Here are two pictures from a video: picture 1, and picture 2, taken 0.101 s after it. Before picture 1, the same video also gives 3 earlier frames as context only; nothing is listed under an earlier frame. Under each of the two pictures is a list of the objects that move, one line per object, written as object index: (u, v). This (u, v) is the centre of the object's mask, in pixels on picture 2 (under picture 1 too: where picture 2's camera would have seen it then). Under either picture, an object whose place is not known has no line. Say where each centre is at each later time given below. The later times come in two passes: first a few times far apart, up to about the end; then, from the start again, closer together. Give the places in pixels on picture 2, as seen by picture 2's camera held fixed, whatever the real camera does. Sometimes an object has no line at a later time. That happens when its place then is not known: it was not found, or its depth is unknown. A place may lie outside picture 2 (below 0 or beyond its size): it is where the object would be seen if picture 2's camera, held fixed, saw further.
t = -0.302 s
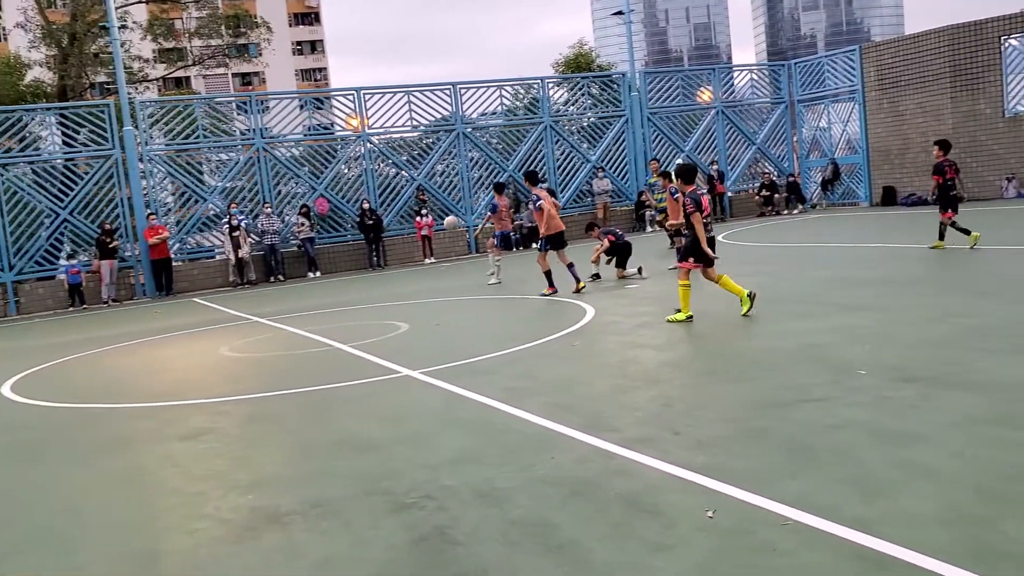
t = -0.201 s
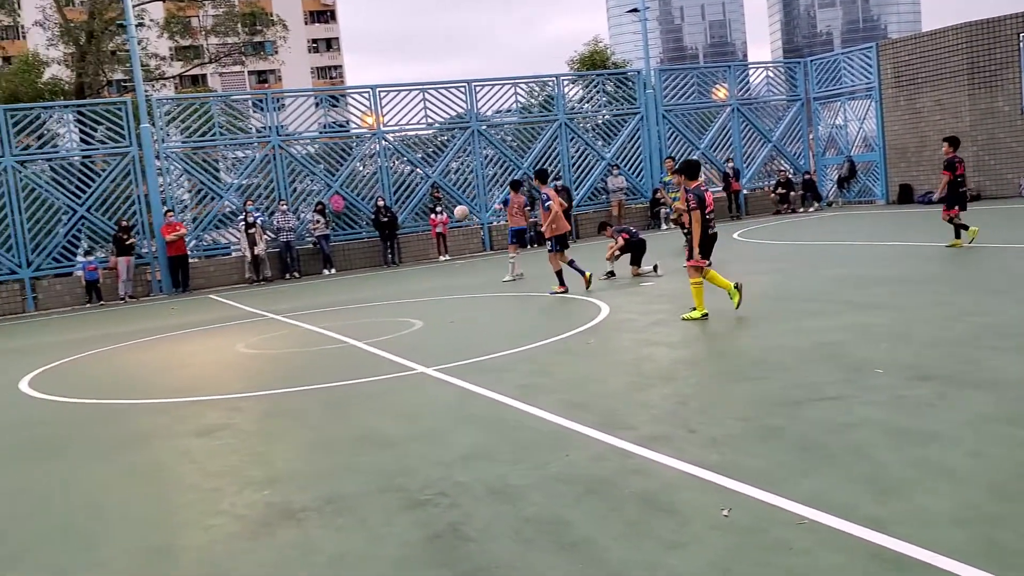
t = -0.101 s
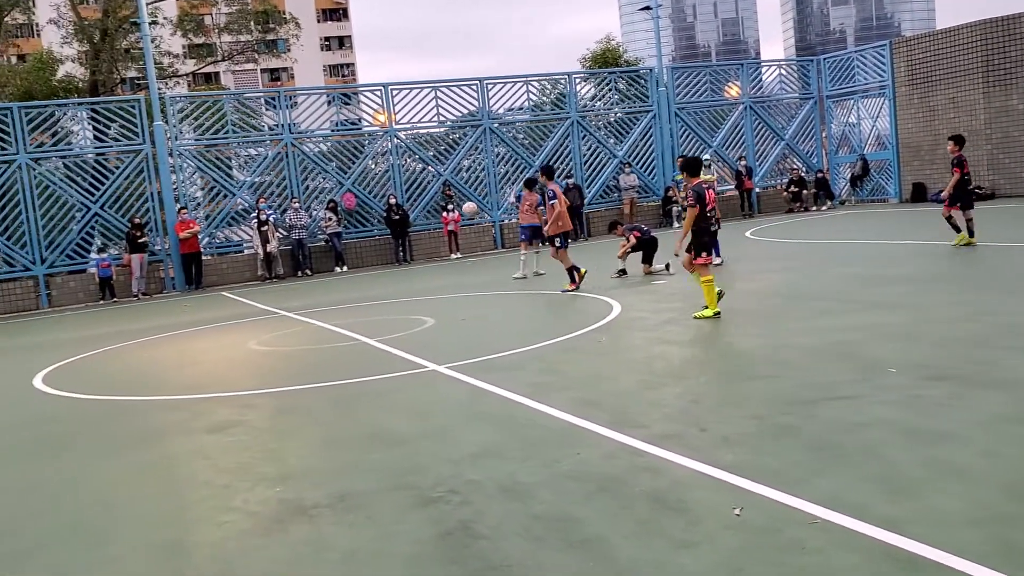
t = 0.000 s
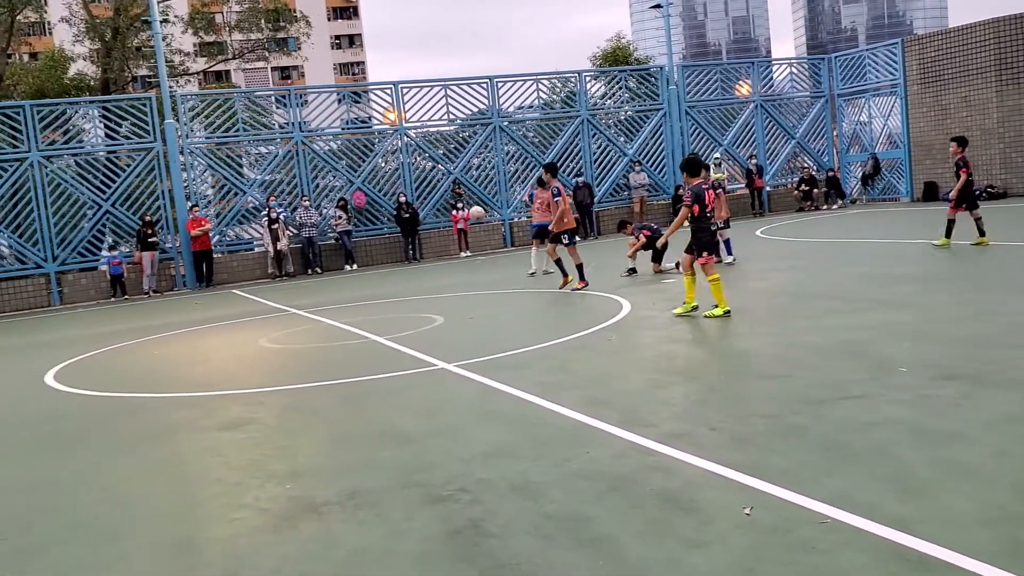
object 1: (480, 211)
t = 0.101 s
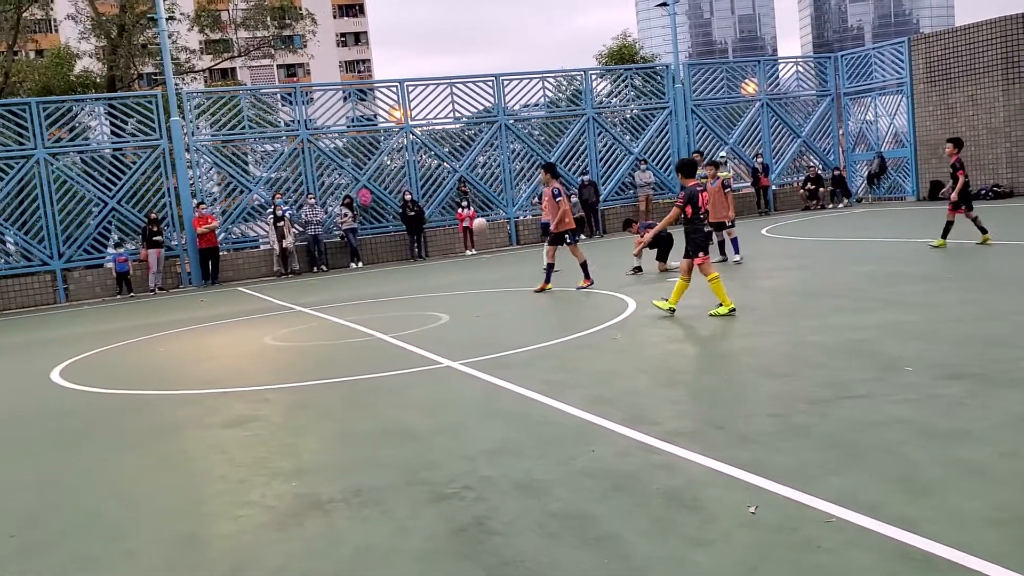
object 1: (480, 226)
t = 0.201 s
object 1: (480, 248)
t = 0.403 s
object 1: (476, 282)
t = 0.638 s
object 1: (464, 264)
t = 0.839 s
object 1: (452, 283)
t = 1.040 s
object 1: (440, 294)
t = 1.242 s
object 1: (430, 306)
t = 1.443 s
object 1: (416, 313)
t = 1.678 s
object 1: (402, 319)
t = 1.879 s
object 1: (388, 324)
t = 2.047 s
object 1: (376, 328)
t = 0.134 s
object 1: (480, 232)
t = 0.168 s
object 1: (479, 239)
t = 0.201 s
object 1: (480, 248)
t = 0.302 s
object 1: (480, 279)
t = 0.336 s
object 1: (481, 291)
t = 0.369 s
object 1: (479, 288)
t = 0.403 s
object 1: (476, 282)
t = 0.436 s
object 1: (474, 277)
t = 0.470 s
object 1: (473, 273)
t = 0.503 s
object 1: (471, 270)
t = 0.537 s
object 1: (469, 267)
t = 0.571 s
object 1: (468, 265)
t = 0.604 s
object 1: (466, 264)
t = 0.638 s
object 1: (464, 264)
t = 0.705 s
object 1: (460, 267)
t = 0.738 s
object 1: (458, 269)
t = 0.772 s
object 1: (456, 273)
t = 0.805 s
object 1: (454, 277)
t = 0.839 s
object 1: (452, 283)
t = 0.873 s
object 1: (451, 290)
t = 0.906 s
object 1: (449, 298)
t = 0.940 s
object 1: (447, 300)
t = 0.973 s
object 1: (445, 297)
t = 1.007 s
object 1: (443, 295)
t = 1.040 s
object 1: (440, 294)
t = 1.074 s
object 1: (439, 293)
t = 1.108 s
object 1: (437, 294)
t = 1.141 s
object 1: (434, 295)
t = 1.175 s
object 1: (432, 298)
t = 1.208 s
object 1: (431, 302)
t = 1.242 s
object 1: (430, 306)
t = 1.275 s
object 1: (428, 309)
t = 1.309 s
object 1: (426, 307)
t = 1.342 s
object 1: (421, 307)
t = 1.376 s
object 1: (420, 309)
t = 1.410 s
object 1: (418, 312)
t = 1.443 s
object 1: (416, 313)
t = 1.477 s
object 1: (414, 313)
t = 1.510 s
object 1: (412, 314)
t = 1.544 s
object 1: (410, 316)
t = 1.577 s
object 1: (408, 316)
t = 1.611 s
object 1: (406, 317)
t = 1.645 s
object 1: (404, 318)
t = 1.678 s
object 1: (402, 319)
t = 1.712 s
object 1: (400, 320)
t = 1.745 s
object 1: (398, 321)
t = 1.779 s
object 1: (395, 322)
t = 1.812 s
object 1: (393, 322)
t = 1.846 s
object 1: (390, 323)
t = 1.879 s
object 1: (388, 324)
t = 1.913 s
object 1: (385, 324)
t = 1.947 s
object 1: (383, 325)
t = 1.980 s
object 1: (381, 327)
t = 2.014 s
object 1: (379, 327)
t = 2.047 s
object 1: (376, 328)
